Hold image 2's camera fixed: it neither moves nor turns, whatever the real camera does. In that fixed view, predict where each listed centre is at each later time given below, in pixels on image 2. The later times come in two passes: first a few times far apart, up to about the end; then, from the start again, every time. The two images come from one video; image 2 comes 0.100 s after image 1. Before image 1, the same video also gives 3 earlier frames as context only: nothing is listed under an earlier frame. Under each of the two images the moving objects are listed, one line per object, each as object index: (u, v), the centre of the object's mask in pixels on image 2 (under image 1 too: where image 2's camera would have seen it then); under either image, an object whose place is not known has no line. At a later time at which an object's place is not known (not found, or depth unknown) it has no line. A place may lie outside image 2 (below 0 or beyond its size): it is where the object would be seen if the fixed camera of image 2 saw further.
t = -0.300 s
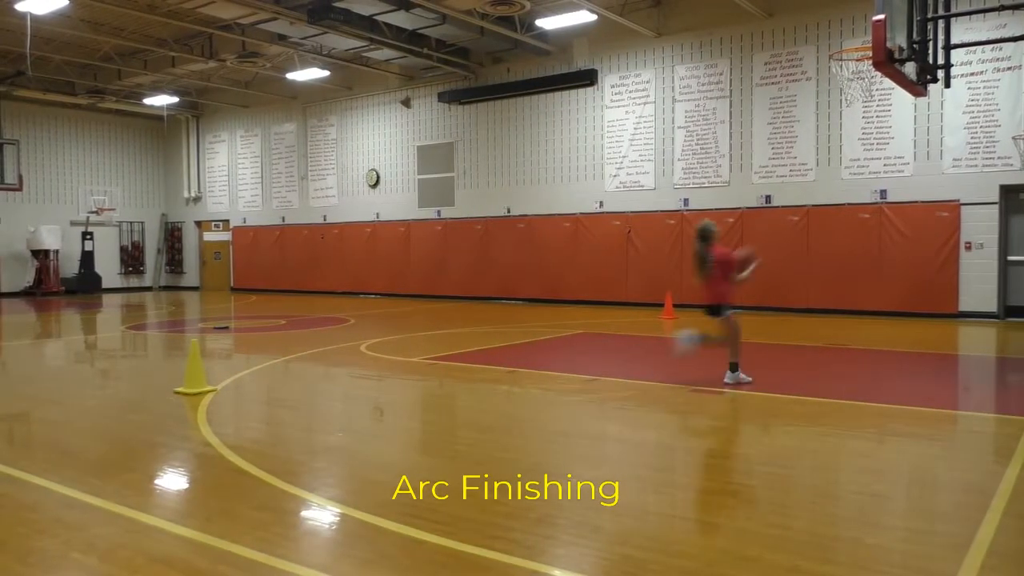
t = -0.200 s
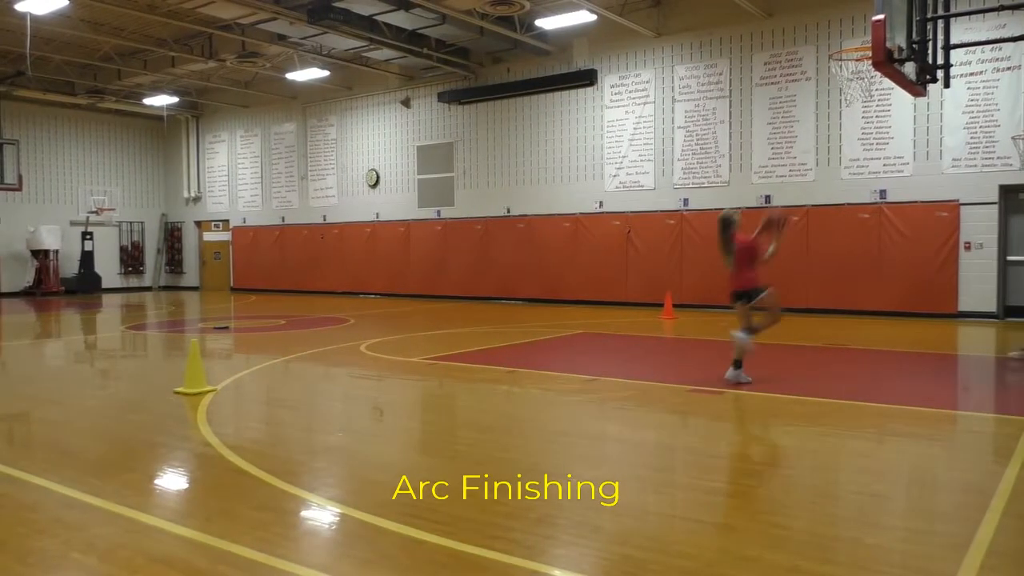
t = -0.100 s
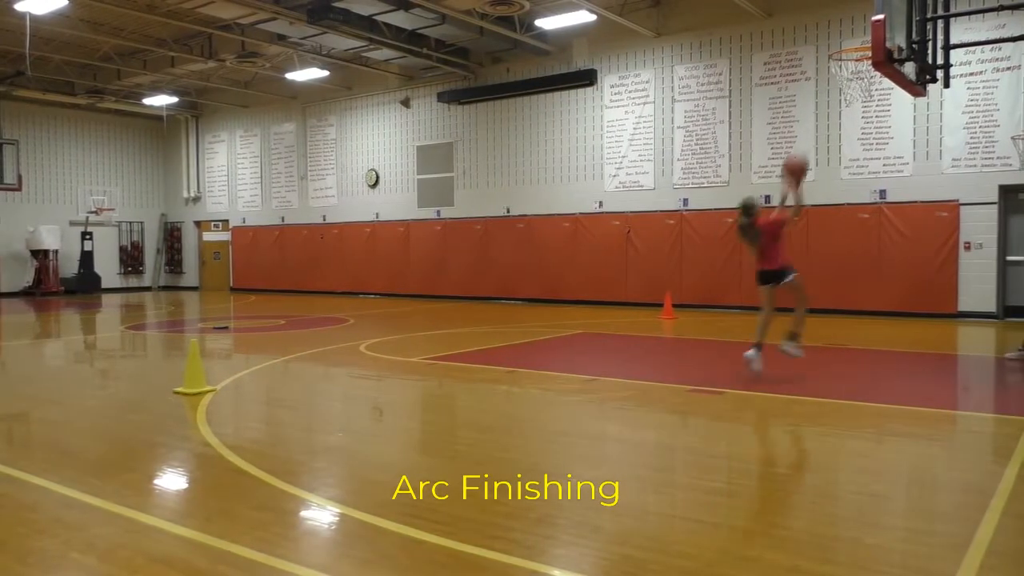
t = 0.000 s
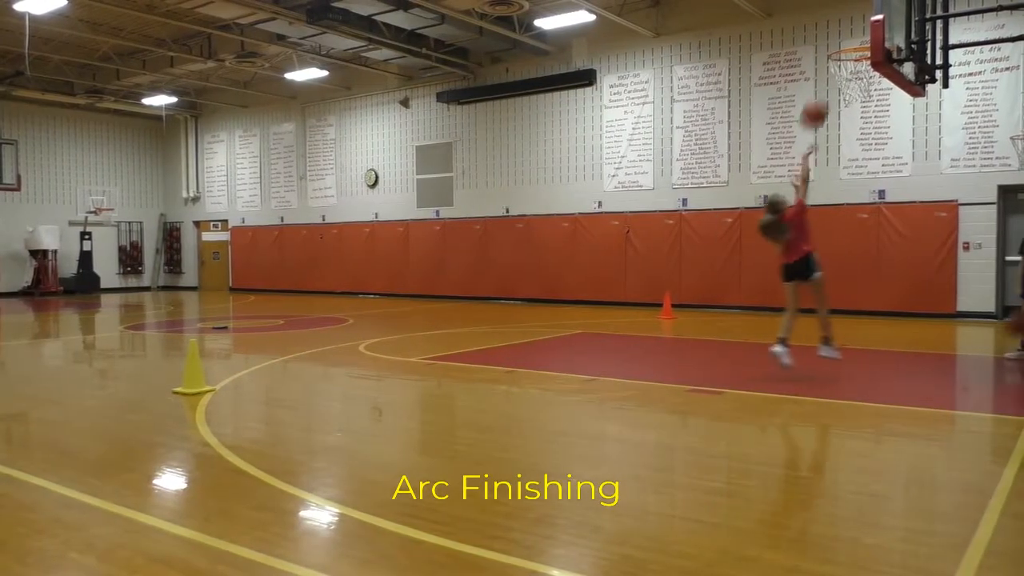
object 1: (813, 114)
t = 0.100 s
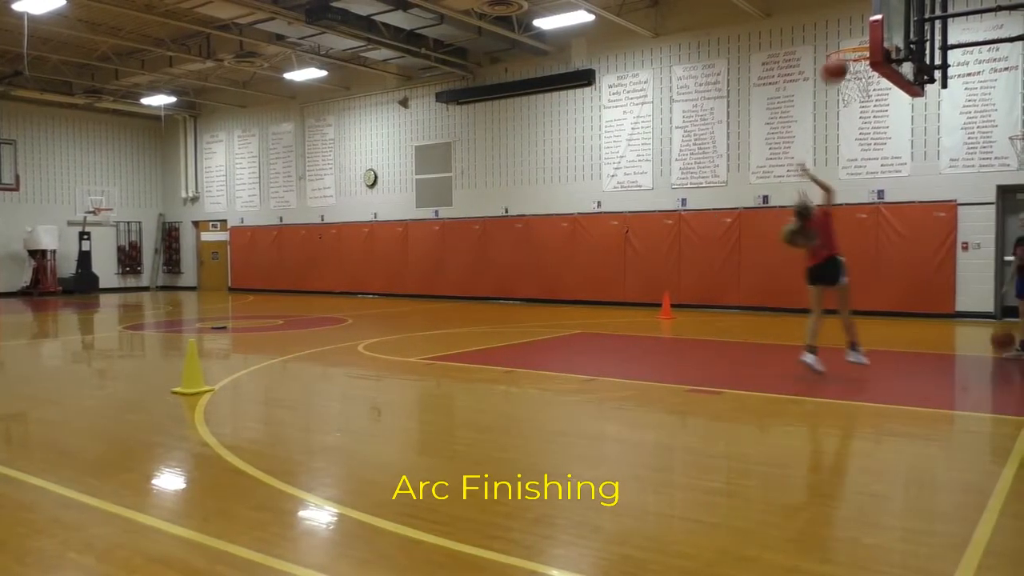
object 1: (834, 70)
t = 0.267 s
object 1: (864, 19)
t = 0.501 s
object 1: (854, 29)
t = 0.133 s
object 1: (841, 58)
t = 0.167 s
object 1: (848, 45)
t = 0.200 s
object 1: (856, 36)
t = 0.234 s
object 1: (860, 27)
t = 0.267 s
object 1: (864, 19)
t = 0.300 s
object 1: (865, 15)
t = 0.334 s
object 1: (865, 15)
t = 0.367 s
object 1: (863, 15)
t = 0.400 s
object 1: (861, 17)
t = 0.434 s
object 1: (859, 20)
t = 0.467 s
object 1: (858, 24)
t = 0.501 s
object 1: (854, 29)
